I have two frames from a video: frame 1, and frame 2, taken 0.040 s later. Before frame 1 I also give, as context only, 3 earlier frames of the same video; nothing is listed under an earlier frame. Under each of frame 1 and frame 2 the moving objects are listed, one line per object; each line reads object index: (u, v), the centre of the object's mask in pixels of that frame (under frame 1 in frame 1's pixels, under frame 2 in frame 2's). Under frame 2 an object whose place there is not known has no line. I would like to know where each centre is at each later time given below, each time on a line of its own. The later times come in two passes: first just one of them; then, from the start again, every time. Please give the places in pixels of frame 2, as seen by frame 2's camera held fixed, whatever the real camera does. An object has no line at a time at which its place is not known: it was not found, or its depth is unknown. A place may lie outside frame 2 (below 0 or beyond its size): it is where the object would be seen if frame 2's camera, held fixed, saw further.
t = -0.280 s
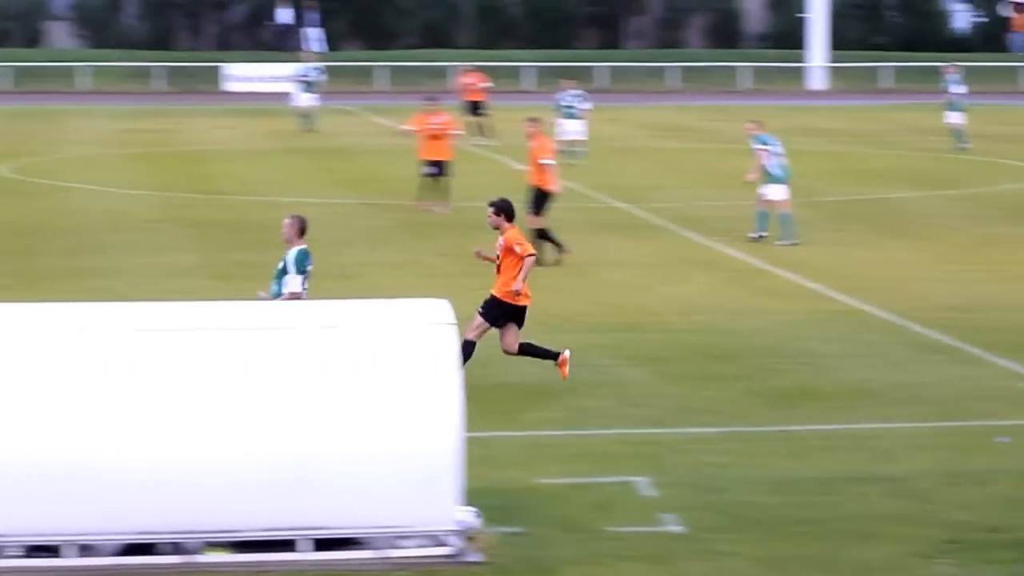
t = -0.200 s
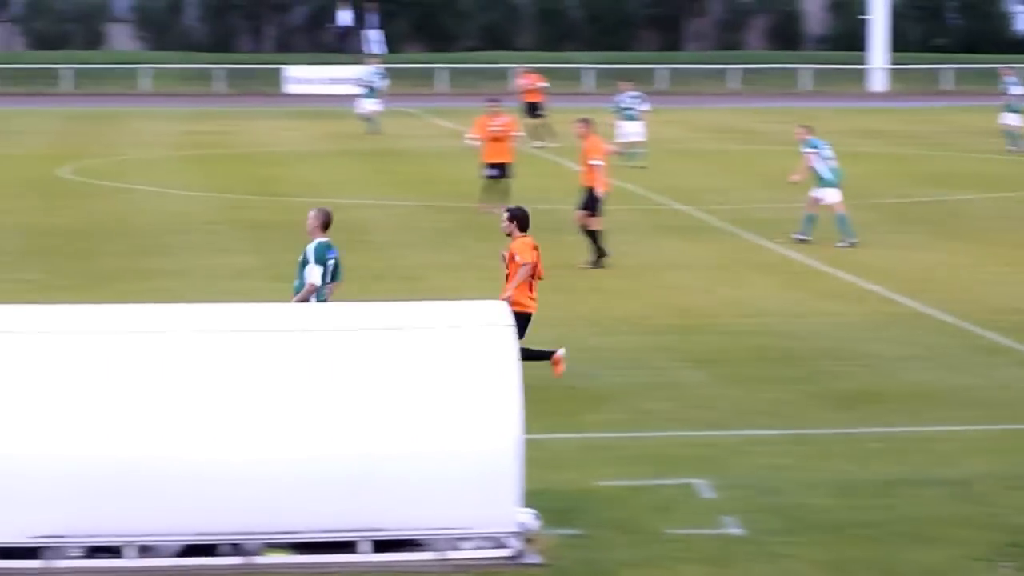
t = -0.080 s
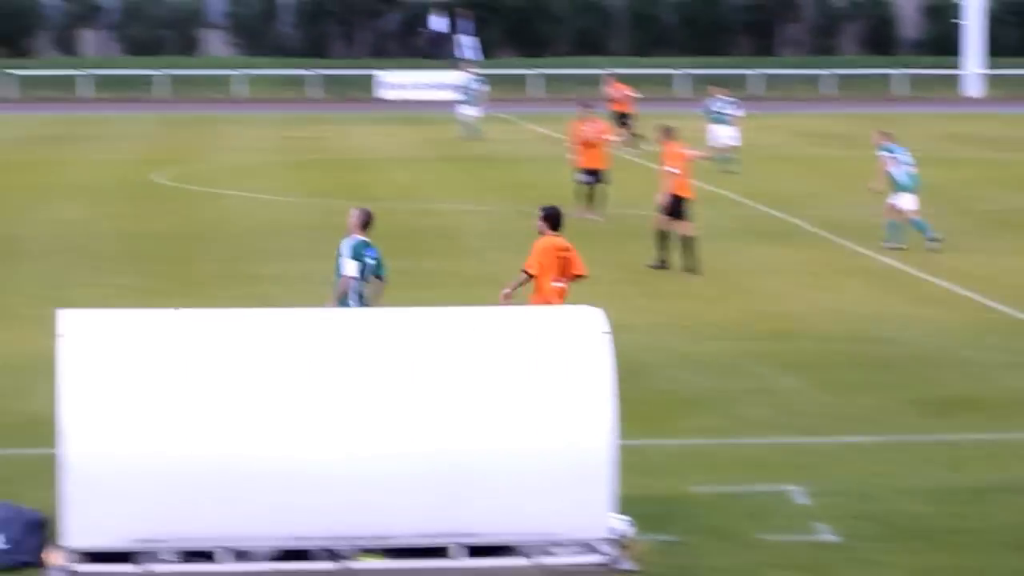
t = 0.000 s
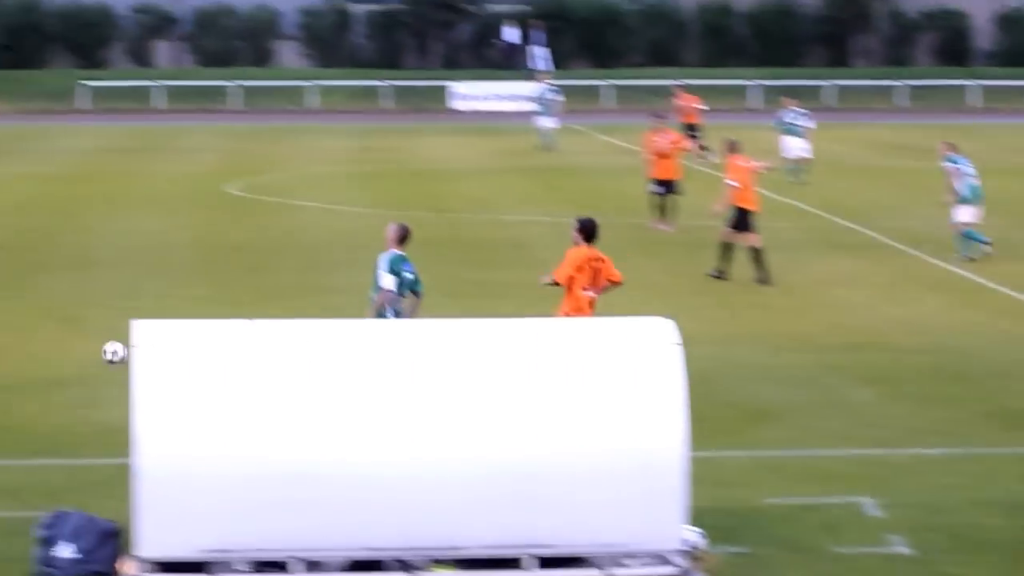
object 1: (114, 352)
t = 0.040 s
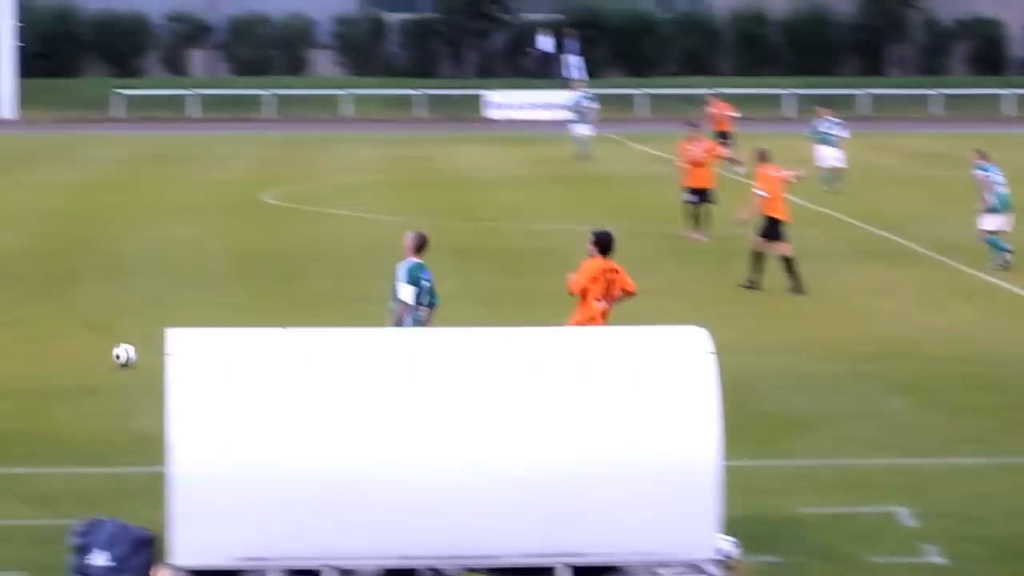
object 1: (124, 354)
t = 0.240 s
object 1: (27, 347)
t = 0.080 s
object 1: (105, 349)
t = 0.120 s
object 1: (82, 346)
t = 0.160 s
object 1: (63, 346)
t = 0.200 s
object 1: (44, 348)
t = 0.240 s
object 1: (27, 347)
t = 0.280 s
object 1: (8, 340)
